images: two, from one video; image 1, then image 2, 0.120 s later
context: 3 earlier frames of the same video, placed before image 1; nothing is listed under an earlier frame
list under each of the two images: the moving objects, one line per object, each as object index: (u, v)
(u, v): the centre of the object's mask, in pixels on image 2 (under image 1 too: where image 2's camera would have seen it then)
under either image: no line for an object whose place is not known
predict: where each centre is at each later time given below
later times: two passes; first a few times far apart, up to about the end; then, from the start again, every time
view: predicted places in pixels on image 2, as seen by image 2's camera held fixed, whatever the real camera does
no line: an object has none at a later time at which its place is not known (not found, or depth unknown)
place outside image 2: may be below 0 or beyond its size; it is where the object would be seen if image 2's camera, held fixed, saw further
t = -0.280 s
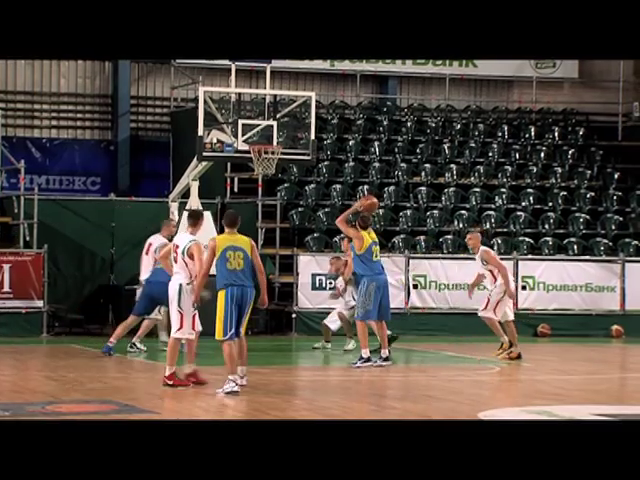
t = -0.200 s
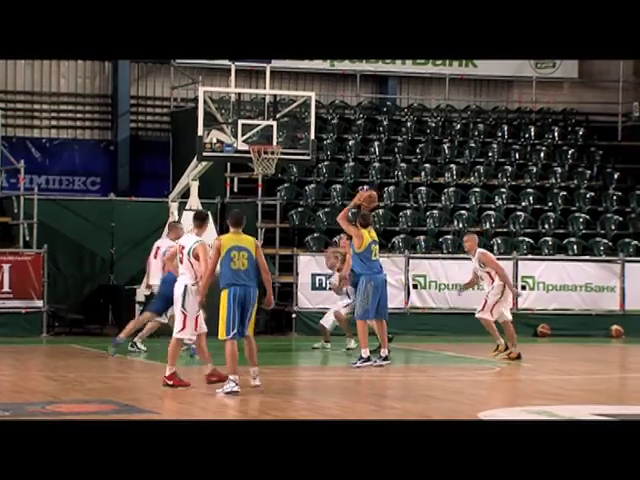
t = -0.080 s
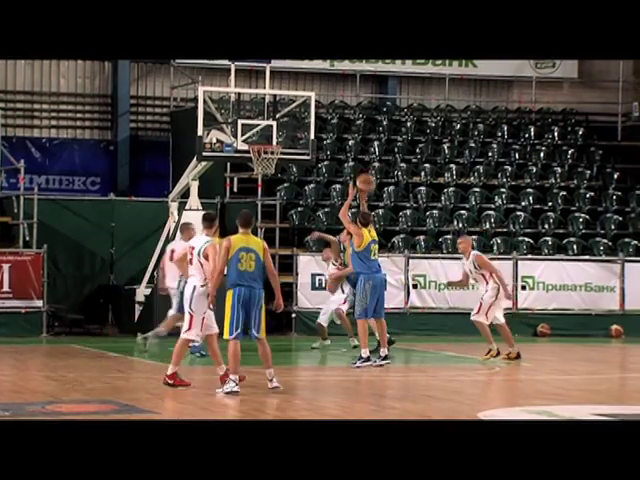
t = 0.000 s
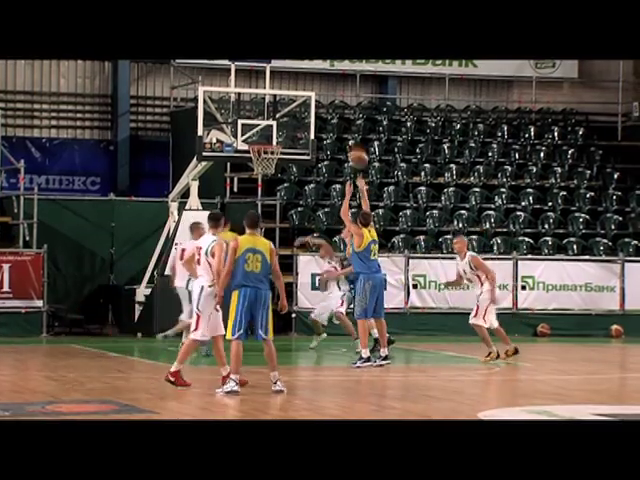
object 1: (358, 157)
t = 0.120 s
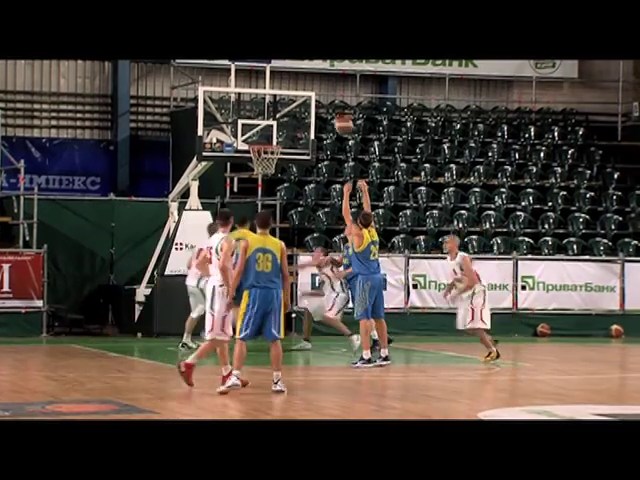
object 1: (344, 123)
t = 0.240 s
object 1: (329, 102)
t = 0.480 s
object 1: (303, 92)
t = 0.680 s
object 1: (281, 112)
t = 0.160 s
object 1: (339, 116)
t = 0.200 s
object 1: (334, 110)
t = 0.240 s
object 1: (329, 102)
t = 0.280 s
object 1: (325, 100)
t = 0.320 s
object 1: (320, 95)
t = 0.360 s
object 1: (315, 92)
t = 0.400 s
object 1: (312, 91)
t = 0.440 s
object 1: (308, 90)
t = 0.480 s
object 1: (303, 92)
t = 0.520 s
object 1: (297, 94)
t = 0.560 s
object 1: (295, 97)
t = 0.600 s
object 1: (289, 102)
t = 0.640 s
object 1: (285, 105)
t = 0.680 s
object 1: (281, 112)
